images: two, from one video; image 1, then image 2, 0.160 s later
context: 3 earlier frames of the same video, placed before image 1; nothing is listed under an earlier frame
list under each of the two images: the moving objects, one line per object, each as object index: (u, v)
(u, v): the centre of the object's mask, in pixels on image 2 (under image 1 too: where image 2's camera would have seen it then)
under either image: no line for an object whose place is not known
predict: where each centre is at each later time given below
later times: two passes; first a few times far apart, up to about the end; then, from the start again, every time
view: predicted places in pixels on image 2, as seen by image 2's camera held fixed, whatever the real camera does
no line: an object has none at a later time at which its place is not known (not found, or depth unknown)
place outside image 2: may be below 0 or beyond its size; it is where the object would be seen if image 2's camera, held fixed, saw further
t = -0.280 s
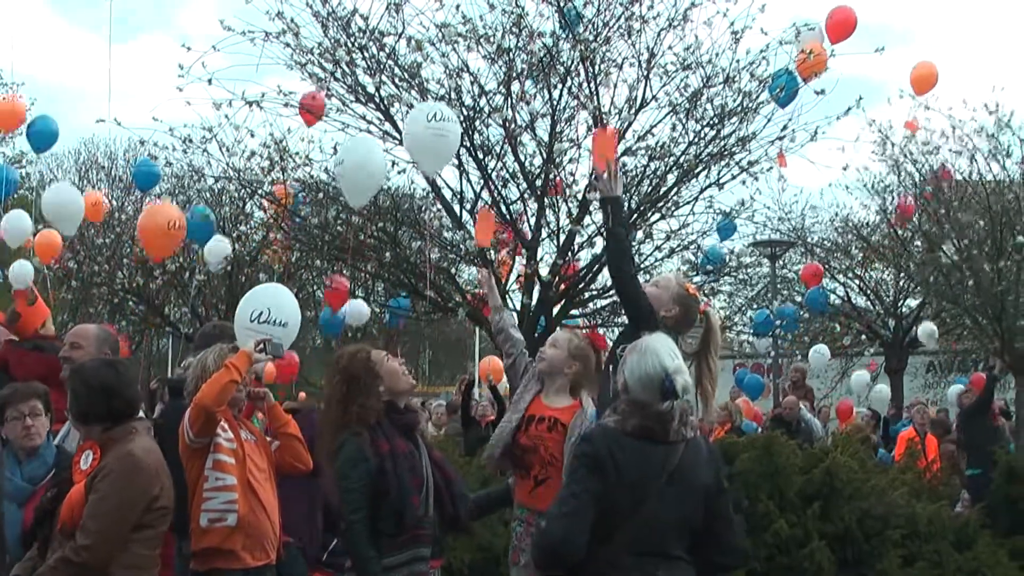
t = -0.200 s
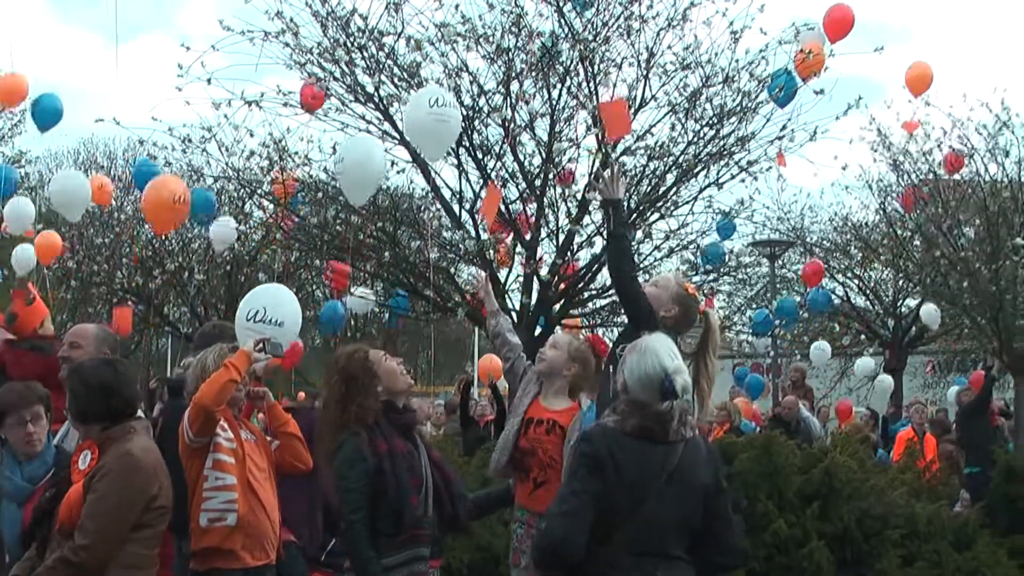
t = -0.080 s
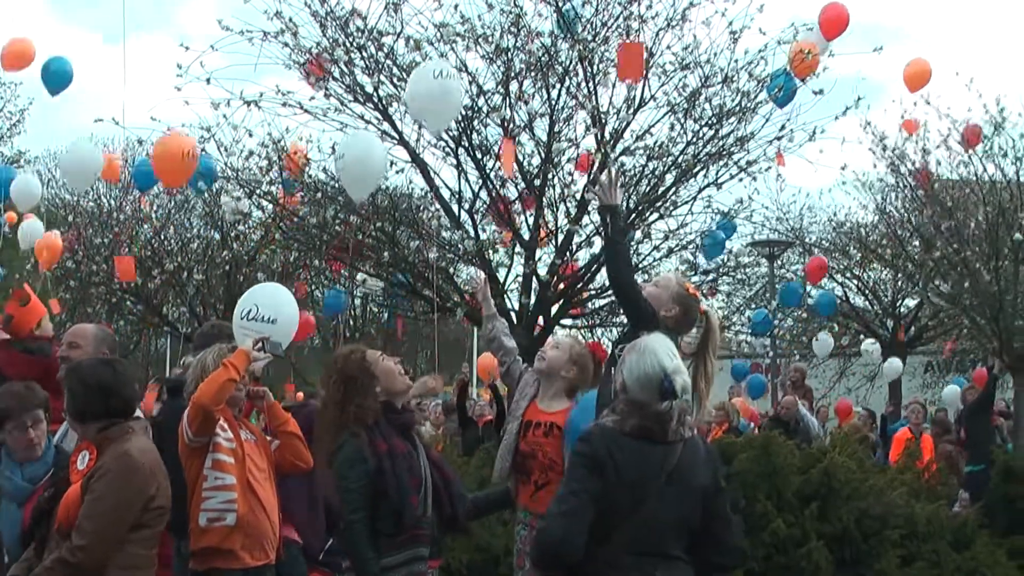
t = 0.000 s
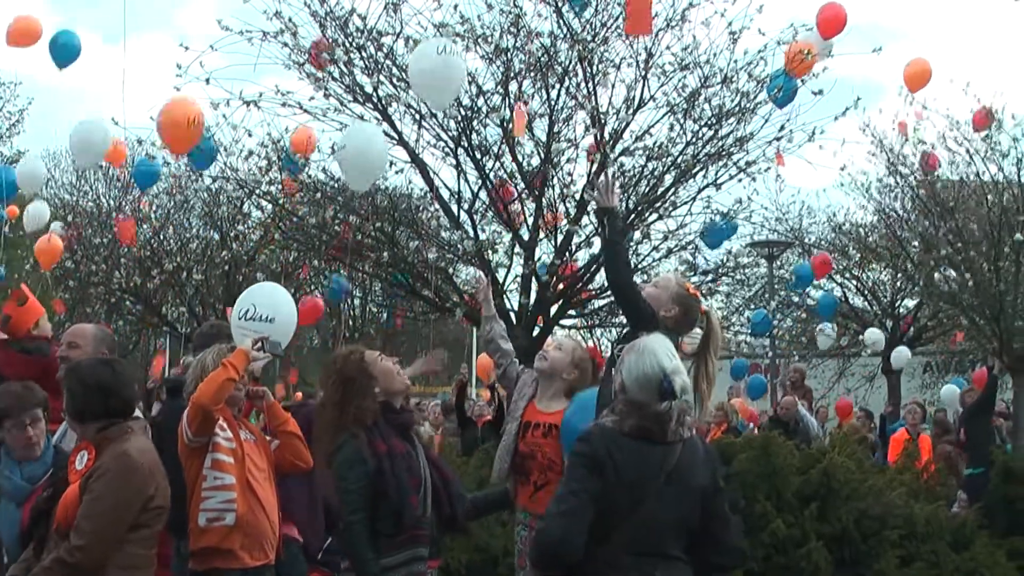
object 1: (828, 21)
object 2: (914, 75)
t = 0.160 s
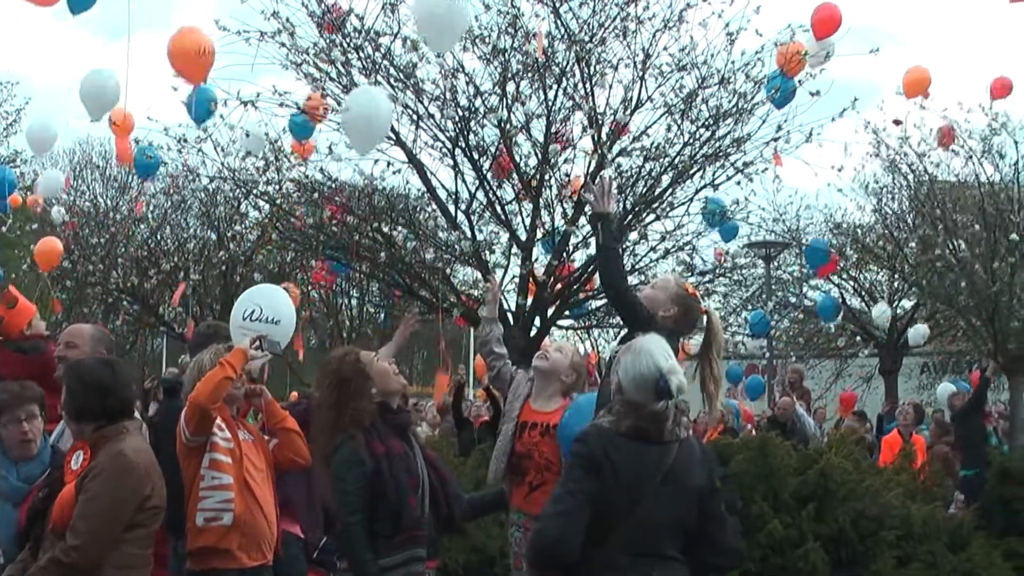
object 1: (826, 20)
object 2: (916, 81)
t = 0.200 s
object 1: (825, 20)
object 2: (916, 84)
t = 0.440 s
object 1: (818, 21)
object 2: (914, 79)
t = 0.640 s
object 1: (813, 19)
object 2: (904, 78)
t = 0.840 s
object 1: (818, 18)
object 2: (903, 64)
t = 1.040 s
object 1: (827, 18)
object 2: (916, 51)
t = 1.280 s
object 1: (829, 19)
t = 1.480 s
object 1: (825, 18)
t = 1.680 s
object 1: (820, 16)
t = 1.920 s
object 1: (816, 14)
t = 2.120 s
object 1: (814, 13)
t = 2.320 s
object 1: (811, 14)
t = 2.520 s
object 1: (809, 14)
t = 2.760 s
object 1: (811, 14)
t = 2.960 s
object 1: (815, 14)
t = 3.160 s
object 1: (816, 14)
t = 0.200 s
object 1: (825, 20)
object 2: (916, 84)
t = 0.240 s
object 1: (824, 20)
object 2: (916, 84)
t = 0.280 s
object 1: (823, 21)
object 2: (916, 84)
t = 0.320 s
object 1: (821, 21)
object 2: (916, 82)
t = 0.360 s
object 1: (820, 20)
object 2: (916, 80)
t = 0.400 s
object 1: (819, 20)
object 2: (916, 79)
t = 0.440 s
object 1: (818, 21)
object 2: (914, 79)
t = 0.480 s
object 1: (816, 20)
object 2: (913, 79)
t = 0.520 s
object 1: (815, 20)
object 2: (911, 79)
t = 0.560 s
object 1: (814, 20)
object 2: (908, 80)
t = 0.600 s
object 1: (813, 20)
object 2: (906, 80)
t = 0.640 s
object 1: (813, 19)
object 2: (904, 78)
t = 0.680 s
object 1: (813, 19)
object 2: (902, 76)
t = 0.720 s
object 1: (813, 18)
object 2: (901, 72)
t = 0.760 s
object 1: (814, 18)
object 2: (901, 69)
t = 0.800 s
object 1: (816, 18)
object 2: (902, 67)
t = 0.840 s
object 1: (818, 18)
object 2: (903, 64)
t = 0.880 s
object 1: (819, 17)
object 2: (905, 61)
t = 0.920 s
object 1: (822, 17)
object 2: (908, 58)
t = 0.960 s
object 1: (824, 18)
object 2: (910, 56)
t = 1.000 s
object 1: (825, 18)
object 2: (913, 54)
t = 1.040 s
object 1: (827, 18)
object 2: (916, 51)
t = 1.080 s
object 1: (828, 19)
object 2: (919, 47)
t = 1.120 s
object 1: (829, 19)
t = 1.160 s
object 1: (829, 19)
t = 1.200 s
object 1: (829, 19)
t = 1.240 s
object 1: (829, 19)
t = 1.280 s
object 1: (829, 19)
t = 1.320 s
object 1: (829, 19)
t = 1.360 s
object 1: (828, 19)
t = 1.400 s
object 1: (827, 19)
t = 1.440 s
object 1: (826, 19)
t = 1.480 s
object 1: (825, 18)
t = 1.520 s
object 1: (824, 18)
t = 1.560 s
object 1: (823, 18)
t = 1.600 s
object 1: (822, 17)
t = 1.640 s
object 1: (821, 16)
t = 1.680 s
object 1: (820, 16)
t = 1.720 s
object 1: (819, 15)
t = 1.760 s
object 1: (818, 15)
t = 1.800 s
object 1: (817, 15)
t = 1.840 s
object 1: (817, 14)
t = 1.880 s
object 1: (816, 14)
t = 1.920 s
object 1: (816, 14)
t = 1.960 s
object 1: (816, 13)
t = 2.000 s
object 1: (815, 13)
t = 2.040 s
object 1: (815, 13)
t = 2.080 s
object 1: (814, 13)
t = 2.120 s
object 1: (814, 13)
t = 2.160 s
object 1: (813, 14)
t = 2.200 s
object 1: (813, 14)
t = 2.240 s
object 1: (812, 14)
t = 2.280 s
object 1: (812, 14)
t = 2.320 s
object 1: (811, 14)
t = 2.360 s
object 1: (811, 14)
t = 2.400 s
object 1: (810, 14)
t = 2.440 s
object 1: (810, 14)
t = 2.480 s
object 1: (810, 14)
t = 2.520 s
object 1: (809, 14)
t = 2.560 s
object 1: (809, 14)
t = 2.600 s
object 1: (809, 14)
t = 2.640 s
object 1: (809, 14)
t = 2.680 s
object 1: (810, 14)
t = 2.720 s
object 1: (810, 14)
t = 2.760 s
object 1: (811, 14)
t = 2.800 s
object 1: (812, 14)
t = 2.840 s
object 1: (813, 14)
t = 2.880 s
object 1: (813, 14)
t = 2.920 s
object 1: (814, 14)
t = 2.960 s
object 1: (815, 14)
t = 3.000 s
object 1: (816, 14)
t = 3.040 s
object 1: (816, 14)
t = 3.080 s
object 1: (817, 14)
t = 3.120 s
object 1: (817, 14)
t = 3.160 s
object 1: (816, 14)
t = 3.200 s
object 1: (816, 14)
